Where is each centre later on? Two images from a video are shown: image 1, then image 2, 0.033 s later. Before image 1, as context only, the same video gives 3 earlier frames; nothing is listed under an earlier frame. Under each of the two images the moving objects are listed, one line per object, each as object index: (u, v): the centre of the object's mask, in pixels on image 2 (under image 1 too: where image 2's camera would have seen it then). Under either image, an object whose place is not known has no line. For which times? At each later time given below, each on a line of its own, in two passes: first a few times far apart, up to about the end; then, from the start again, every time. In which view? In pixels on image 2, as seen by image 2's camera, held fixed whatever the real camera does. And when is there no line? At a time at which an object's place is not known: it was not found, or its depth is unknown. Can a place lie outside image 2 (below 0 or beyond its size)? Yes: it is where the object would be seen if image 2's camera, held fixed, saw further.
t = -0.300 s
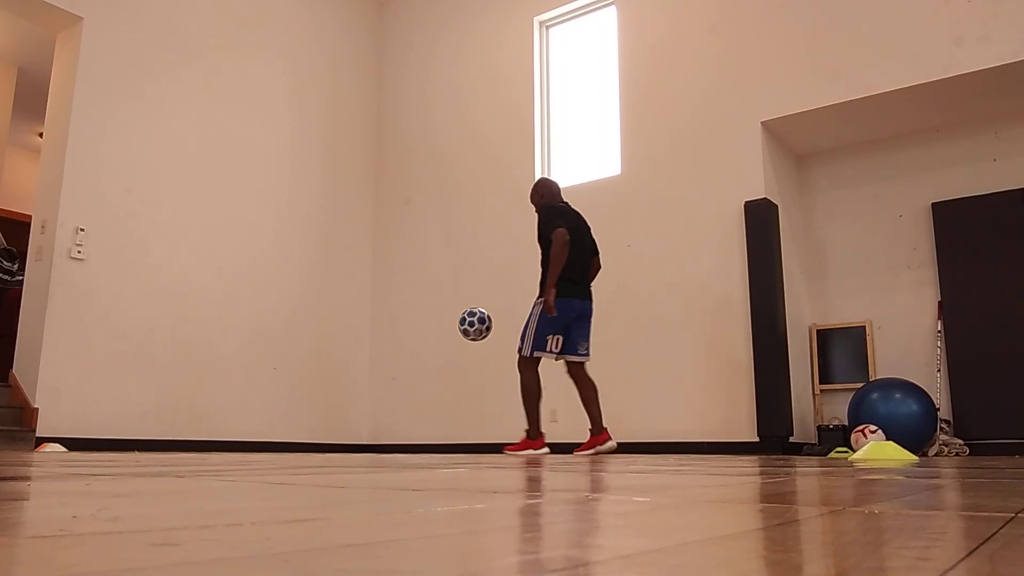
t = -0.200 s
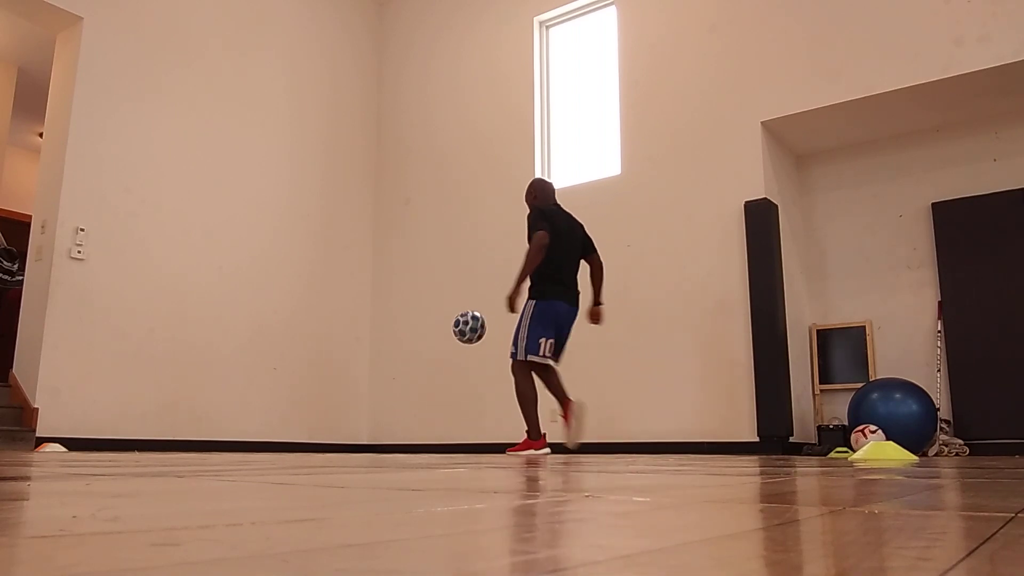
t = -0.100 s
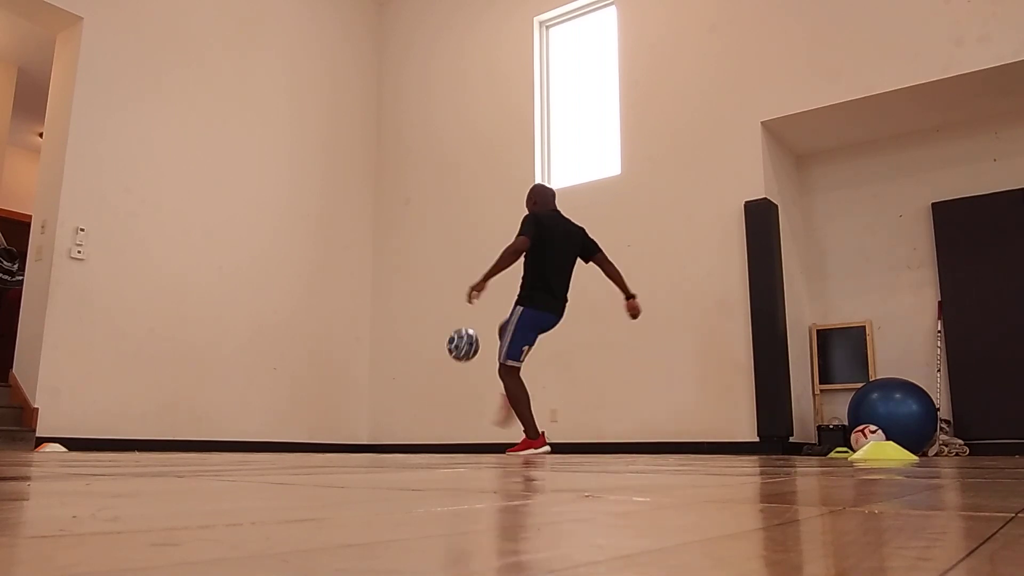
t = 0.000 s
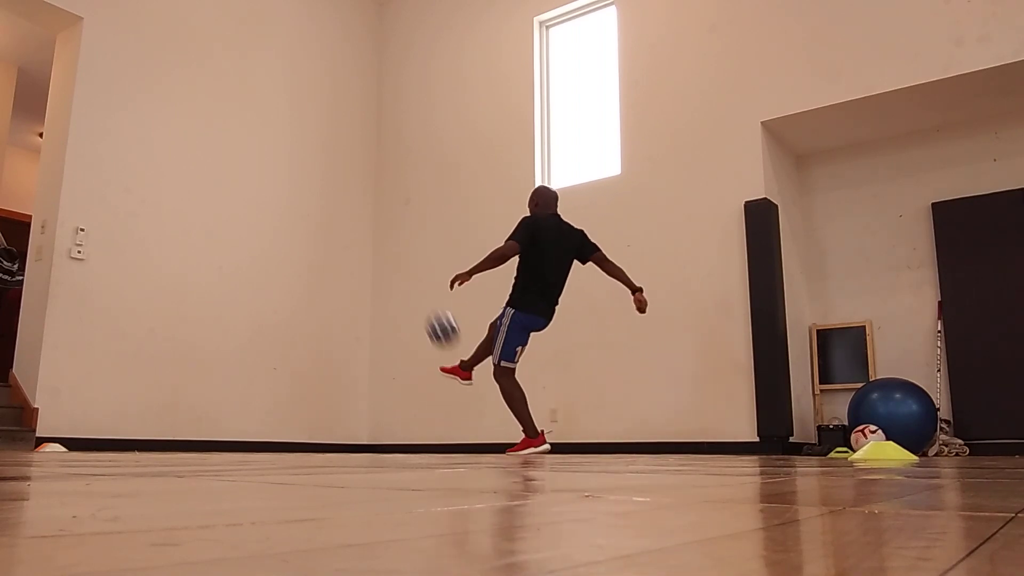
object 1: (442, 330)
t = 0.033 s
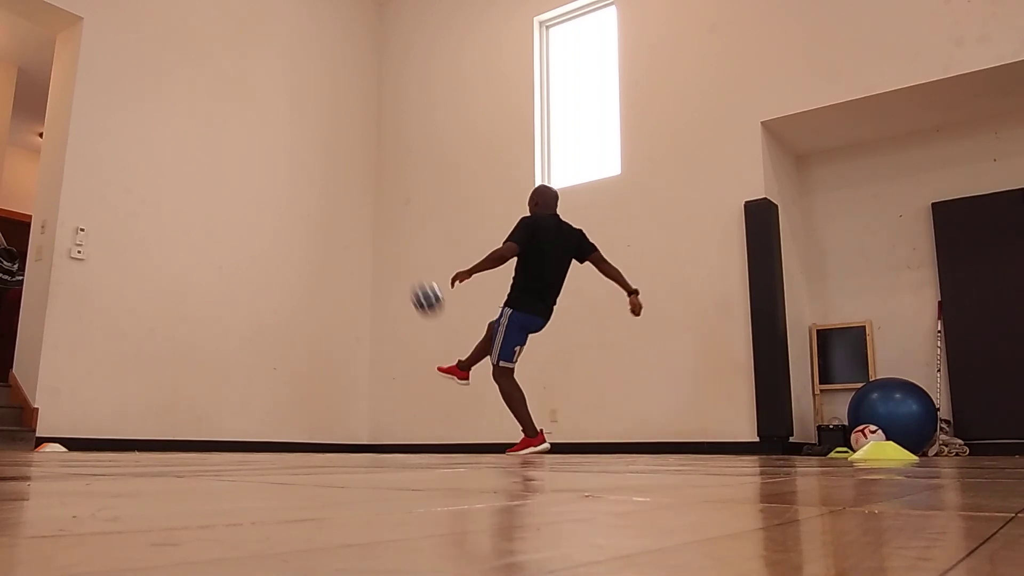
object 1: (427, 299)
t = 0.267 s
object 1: (337, 152)
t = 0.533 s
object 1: (258, 90)
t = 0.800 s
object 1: (291, 70)
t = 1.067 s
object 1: (359, 116)
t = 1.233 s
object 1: (409, 198)
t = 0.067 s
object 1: (413, 271)
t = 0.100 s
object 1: (399, 245)
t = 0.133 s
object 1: (385, 222)
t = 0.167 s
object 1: (373, 202)
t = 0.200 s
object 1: (361, 183)
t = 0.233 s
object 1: (349, 166)
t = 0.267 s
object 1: (337, 152)
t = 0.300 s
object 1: (326, 139)
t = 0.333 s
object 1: (316, 127)
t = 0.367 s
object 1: (306, 117)
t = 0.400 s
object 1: (296, 109)
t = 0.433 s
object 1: (286, 103)
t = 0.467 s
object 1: (277, 97)
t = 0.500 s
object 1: (267, 93)
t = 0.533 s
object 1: (258, 90)
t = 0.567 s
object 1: (250, 88)
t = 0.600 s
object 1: (244, 86)
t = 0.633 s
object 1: (253, 81)
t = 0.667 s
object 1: (260, 77)
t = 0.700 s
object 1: (268, 74)
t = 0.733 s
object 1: (276, 71)
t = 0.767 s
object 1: (283, 70)
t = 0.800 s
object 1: (291, 70)
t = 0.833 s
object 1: (299, 71)
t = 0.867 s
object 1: (307, 73)
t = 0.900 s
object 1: (316, 77)
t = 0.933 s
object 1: (324, 82)
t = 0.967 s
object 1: (332, 88)
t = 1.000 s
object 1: (341, 96)
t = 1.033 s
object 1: (350, 105)
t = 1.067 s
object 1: (359, 116)
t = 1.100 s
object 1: (369, 128)
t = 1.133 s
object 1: (378, 143)
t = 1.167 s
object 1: (388, 160)
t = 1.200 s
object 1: (398, 177)
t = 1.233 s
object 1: (409, 198)
